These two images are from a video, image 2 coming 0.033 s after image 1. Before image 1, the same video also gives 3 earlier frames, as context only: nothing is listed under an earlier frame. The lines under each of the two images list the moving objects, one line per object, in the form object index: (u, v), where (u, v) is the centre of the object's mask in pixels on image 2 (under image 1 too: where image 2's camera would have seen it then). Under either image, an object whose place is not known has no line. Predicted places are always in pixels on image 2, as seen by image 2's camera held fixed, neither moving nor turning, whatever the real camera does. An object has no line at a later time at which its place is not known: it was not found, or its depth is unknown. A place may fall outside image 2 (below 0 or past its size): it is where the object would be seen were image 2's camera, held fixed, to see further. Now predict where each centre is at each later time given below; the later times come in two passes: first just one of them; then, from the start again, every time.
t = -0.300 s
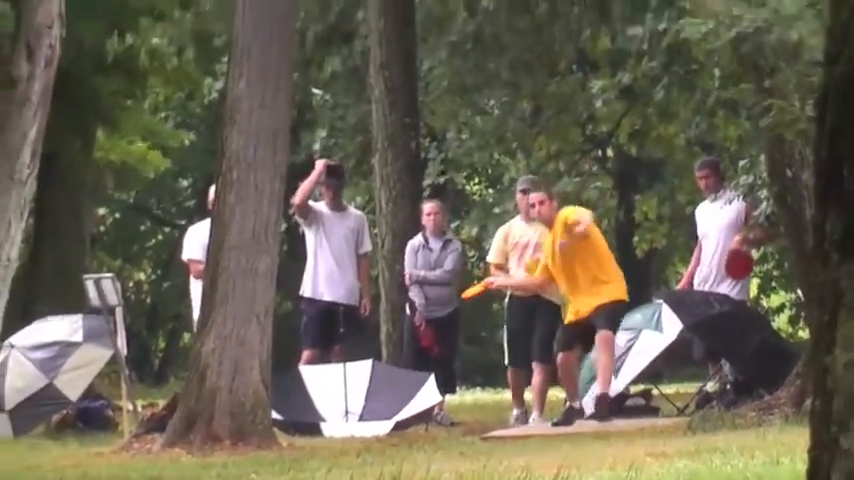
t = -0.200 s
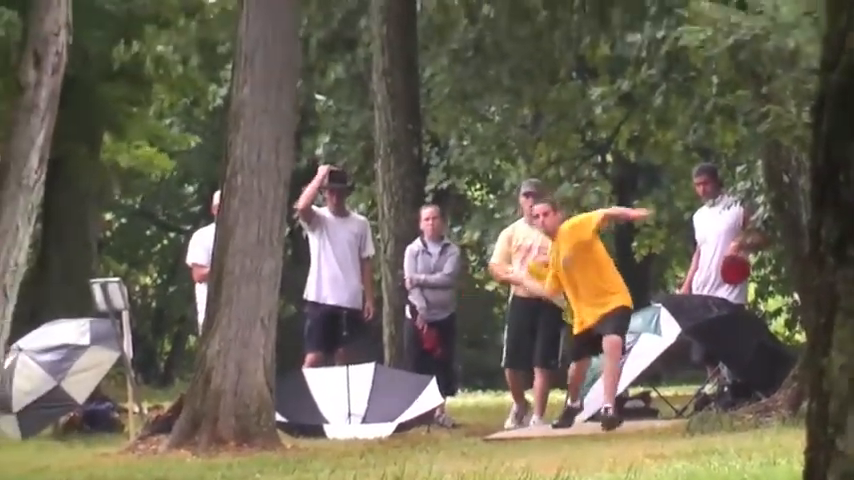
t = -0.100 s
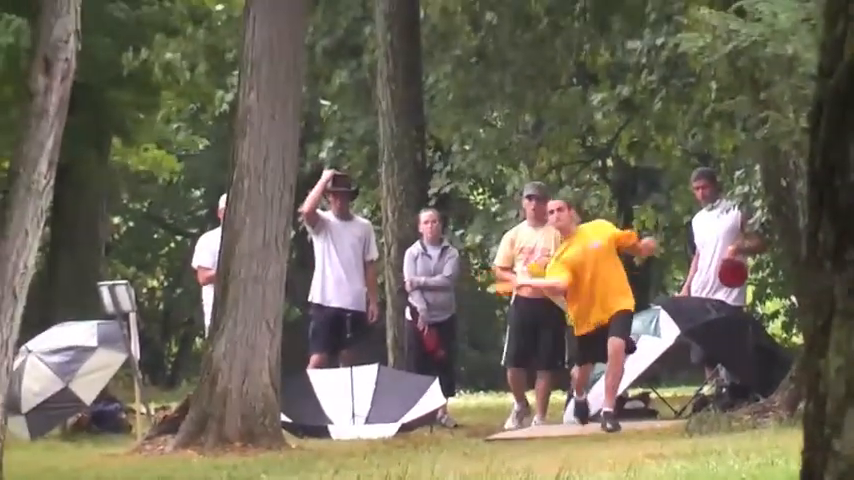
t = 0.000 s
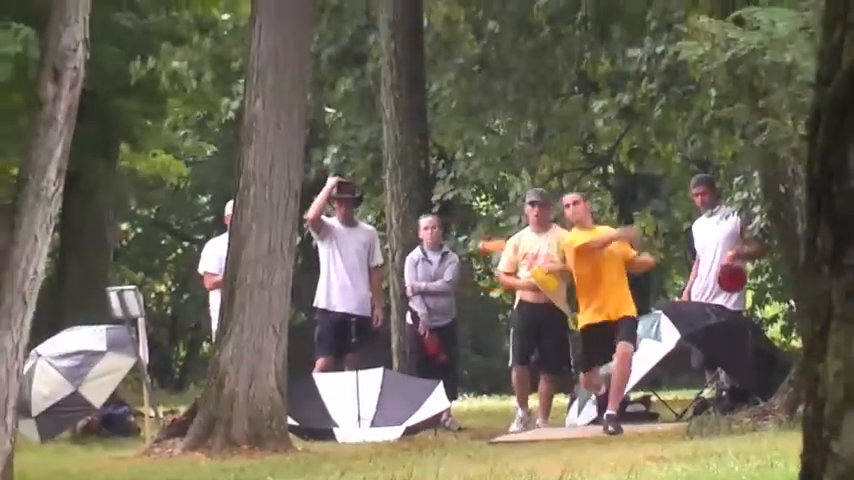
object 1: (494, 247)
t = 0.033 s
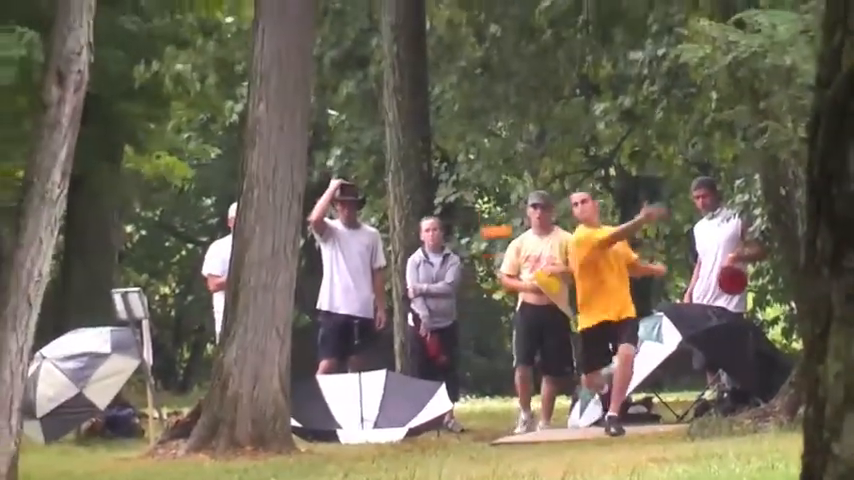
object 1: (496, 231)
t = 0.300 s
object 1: (484, 125)
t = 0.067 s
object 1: (495, 216)
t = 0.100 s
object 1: (497, 201)
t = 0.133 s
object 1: (495, 189)
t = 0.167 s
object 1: (492, 176)
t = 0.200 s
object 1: (490, 163)
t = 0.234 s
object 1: (488, 150)
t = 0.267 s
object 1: (486, 136)
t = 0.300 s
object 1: (484, 125)
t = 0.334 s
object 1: (482, 114)
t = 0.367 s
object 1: (479, 104)
